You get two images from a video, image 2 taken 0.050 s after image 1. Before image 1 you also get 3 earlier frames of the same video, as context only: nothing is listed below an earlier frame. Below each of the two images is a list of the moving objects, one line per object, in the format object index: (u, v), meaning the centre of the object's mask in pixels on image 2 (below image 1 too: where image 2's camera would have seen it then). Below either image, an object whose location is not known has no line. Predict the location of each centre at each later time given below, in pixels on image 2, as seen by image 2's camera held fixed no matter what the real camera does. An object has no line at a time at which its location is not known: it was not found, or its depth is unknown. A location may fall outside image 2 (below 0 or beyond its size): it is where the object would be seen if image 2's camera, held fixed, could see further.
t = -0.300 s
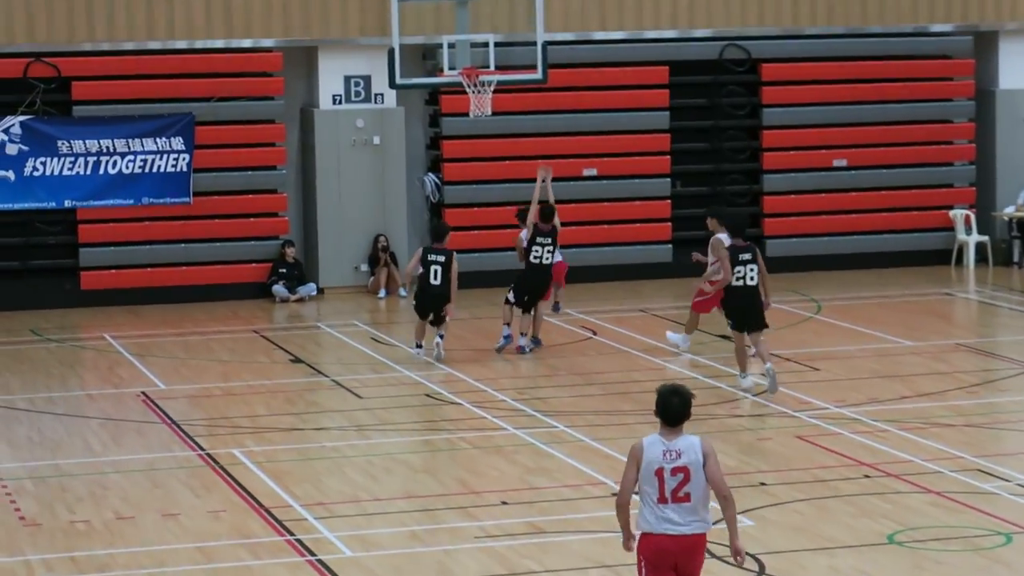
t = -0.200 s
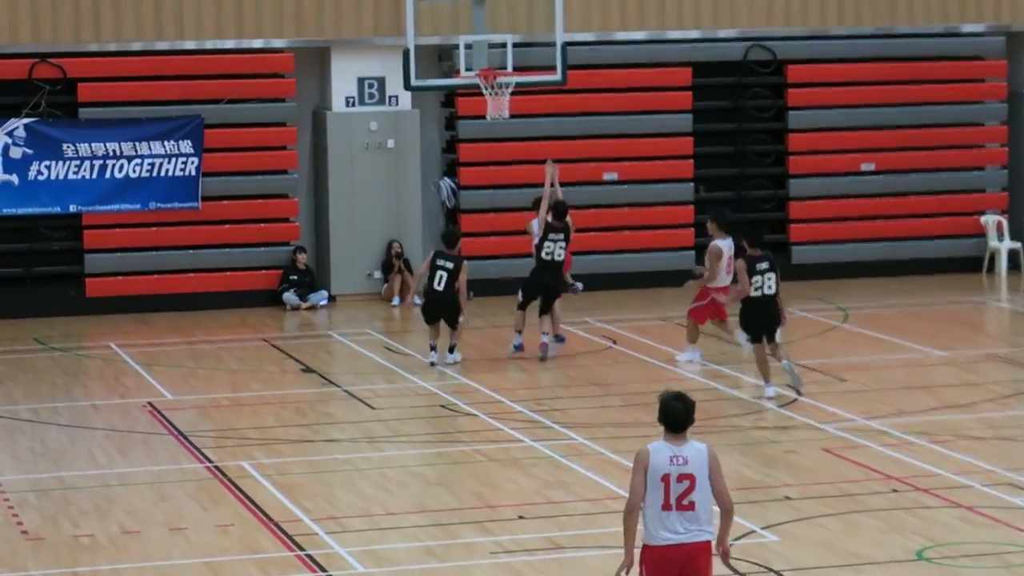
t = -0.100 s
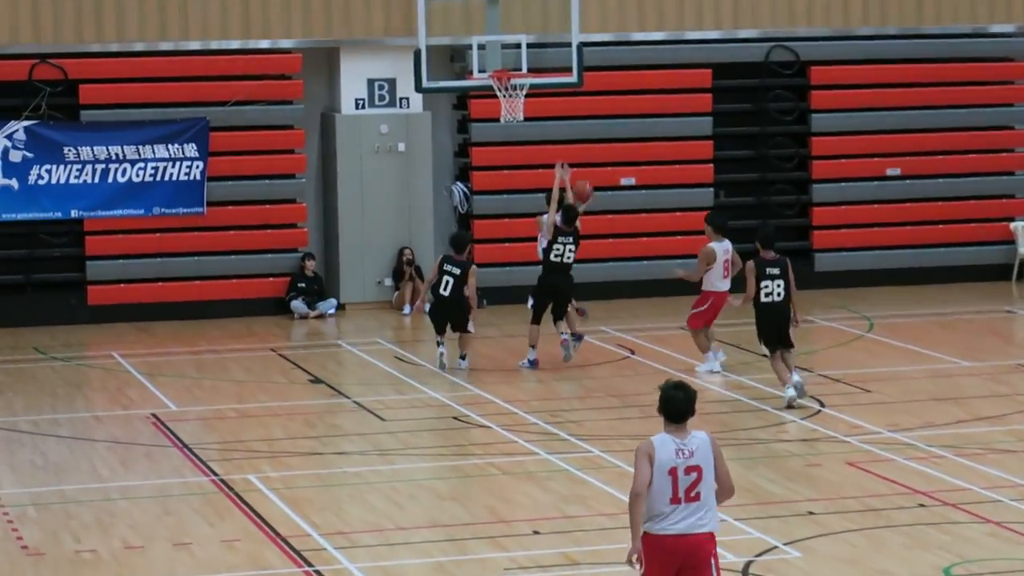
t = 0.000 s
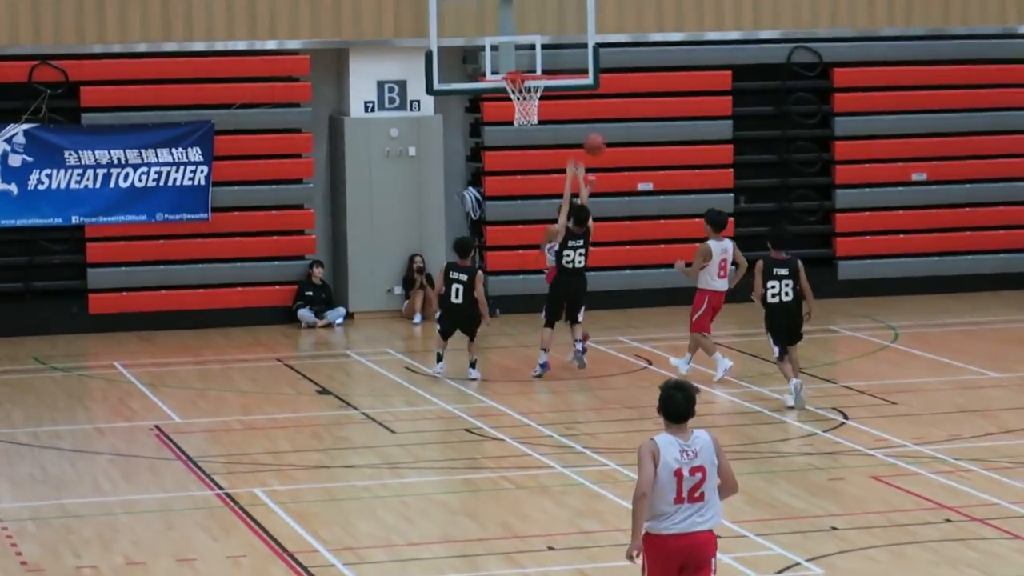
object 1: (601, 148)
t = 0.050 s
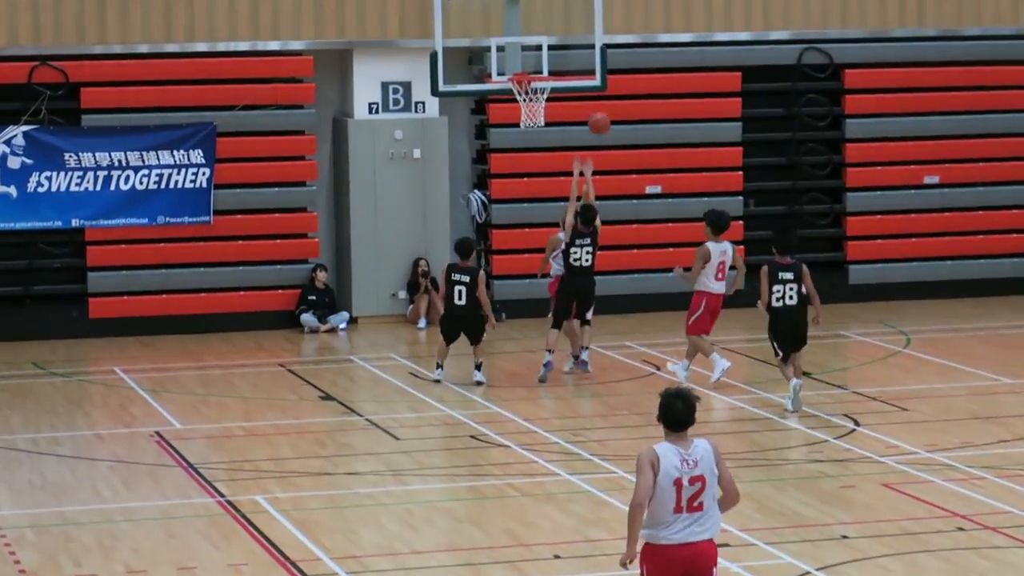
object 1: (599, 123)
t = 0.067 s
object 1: (598, 116)
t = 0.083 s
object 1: (598, 109)
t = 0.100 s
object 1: (597, 102)
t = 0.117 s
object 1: (596, 96)
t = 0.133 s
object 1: (596, 88)
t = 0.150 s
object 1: (595, 83)
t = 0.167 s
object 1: (594, 76)
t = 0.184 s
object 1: (594, 71)
